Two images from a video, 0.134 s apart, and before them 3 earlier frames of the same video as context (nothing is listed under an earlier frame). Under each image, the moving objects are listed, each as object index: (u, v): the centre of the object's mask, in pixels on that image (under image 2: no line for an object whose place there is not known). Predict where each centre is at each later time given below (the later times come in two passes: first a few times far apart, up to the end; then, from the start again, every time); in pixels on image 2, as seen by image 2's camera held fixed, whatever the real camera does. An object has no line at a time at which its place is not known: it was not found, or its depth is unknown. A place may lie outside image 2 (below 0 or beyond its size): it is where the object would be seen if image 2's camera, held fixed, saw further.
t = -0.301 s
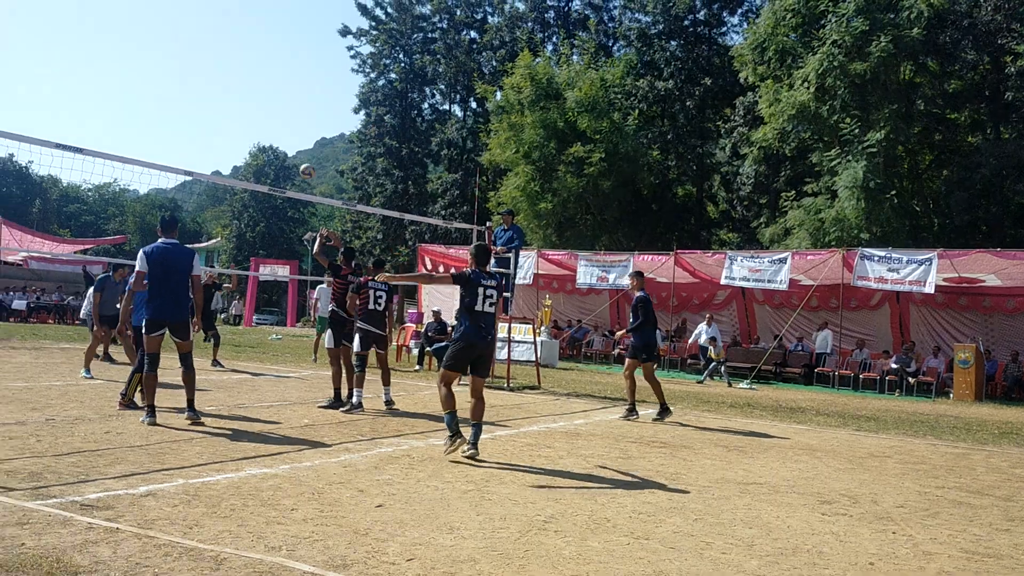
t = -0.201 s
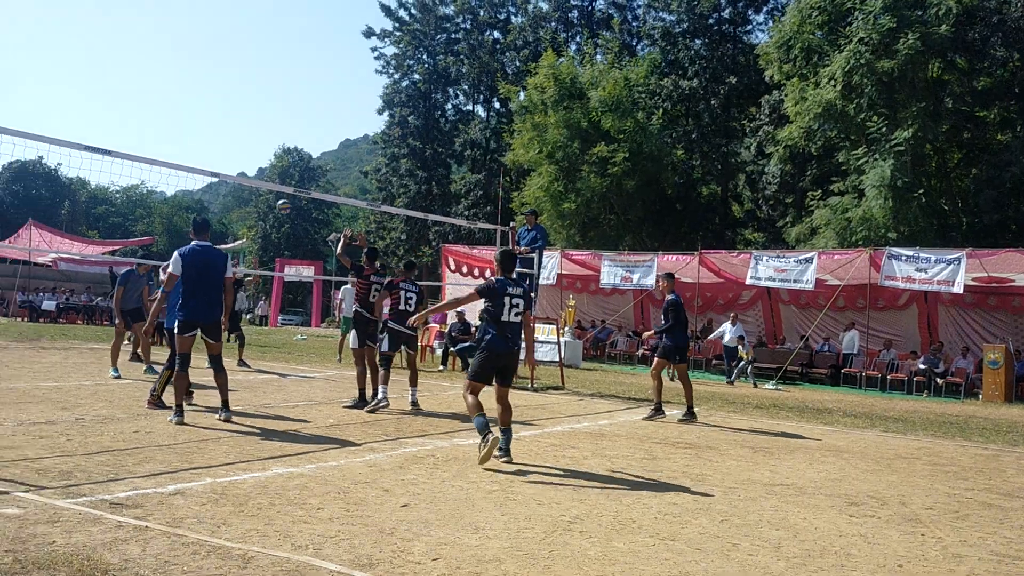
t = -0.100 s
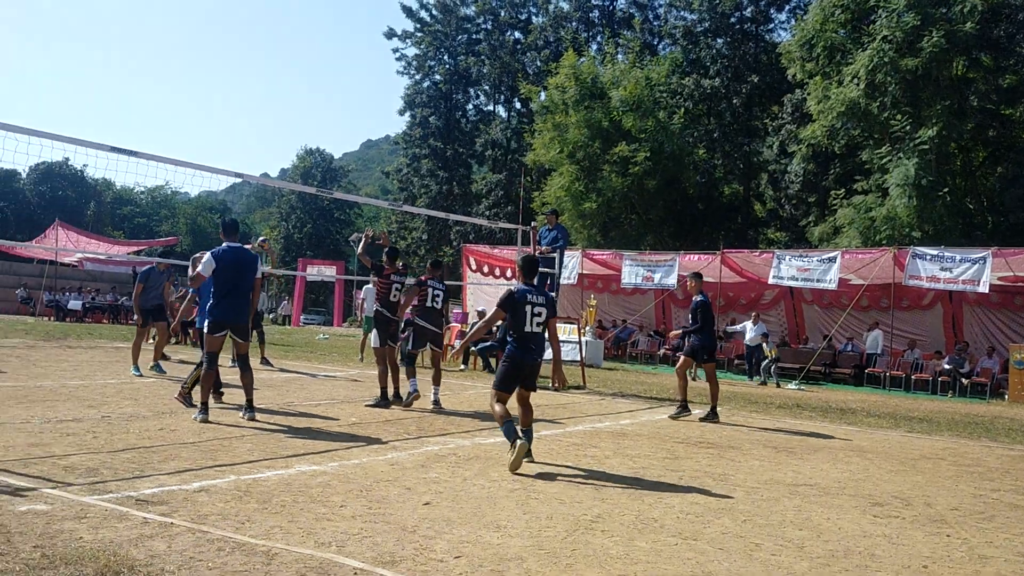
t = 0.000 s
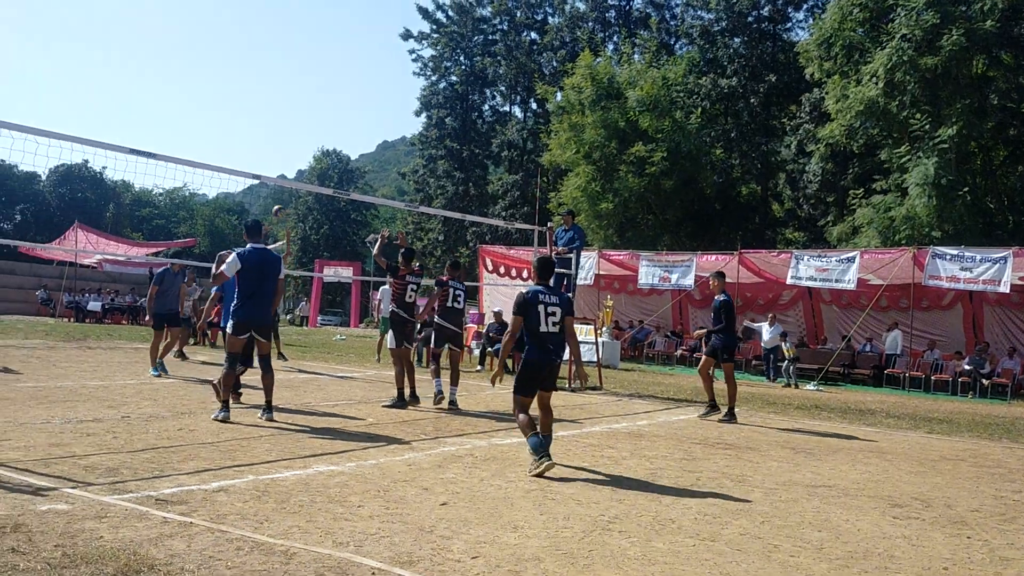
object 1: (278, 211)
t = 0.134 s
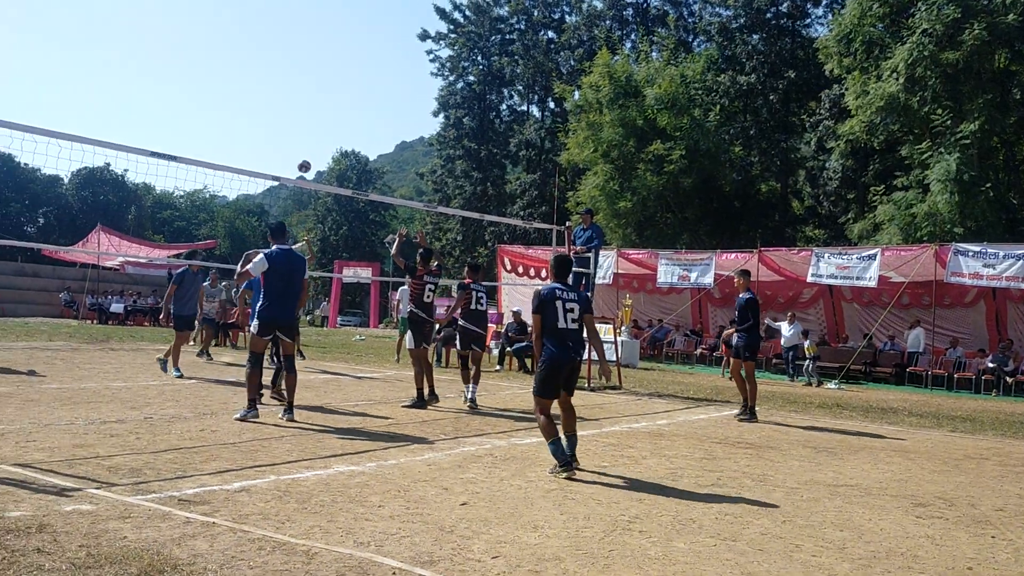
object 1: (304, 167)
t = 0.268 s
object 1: (309, 129)
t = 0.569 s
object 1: (319, 81)
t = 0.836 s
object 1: (327, 89)
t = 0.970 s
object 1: (329, 113)
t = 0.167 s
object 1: (306, 156)
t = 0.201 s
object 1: (307, 147)
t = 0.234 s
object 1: (308, 138)
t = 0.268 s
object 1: (309, 129)
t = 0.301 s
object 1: (310, 121)
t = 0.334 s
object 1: (311, 114)
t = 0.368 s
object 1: (313, 107)
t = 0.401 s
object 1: (314, 101)
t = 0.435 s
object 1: (315, 96)
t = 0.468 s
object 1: (316, 91)
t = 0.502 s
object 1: (317, 87)
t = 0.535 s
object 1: (318, 84)
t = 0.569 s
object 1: (319, 81)
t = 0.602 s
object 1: (320, 80)
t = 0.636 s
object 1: (321, 79)
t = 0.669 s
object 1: (322, 78)
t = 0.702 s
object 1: (323, 79)
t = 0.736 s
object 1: (324, 80)
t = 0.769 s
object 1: (325, 82)
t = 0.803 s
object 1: (326, 85)
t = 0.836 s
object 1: (327, 89)
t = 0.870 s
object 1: (327, 94)
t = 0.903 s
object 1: (328, 99)
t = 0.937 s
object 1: (329, 105)
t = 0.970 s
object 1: (329, 113)
